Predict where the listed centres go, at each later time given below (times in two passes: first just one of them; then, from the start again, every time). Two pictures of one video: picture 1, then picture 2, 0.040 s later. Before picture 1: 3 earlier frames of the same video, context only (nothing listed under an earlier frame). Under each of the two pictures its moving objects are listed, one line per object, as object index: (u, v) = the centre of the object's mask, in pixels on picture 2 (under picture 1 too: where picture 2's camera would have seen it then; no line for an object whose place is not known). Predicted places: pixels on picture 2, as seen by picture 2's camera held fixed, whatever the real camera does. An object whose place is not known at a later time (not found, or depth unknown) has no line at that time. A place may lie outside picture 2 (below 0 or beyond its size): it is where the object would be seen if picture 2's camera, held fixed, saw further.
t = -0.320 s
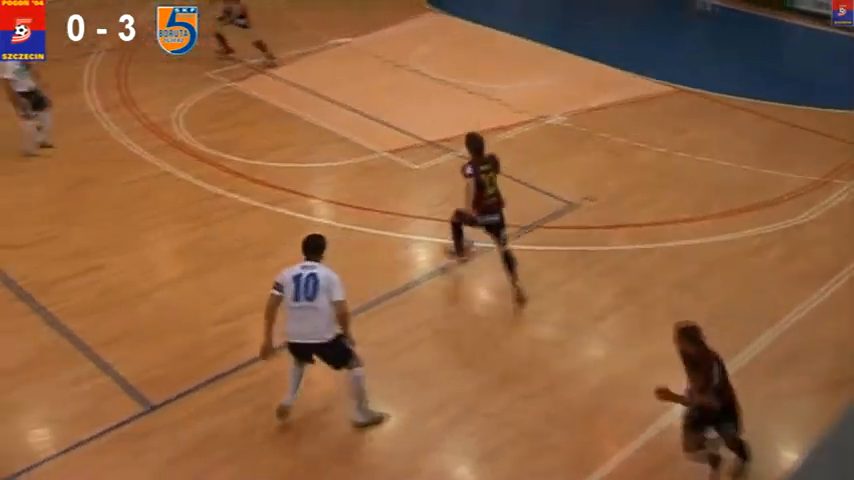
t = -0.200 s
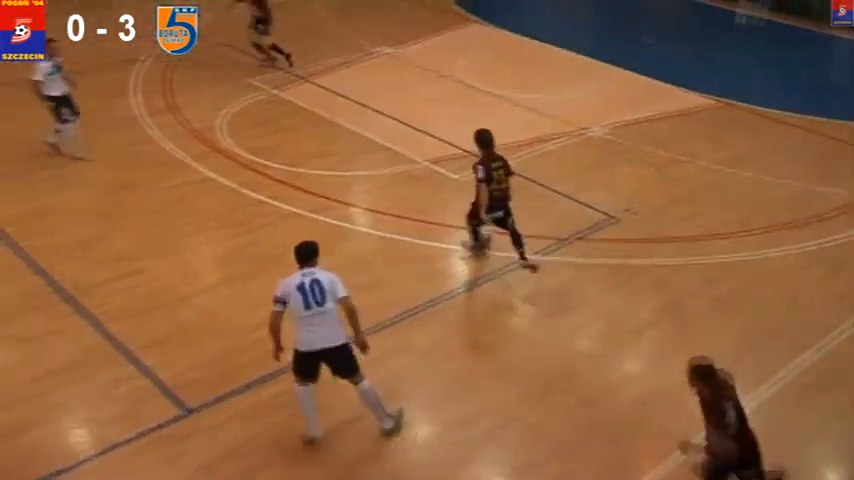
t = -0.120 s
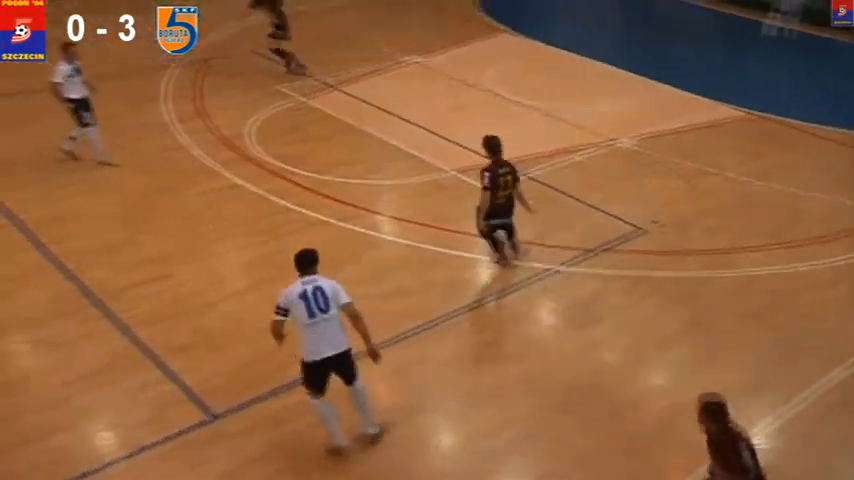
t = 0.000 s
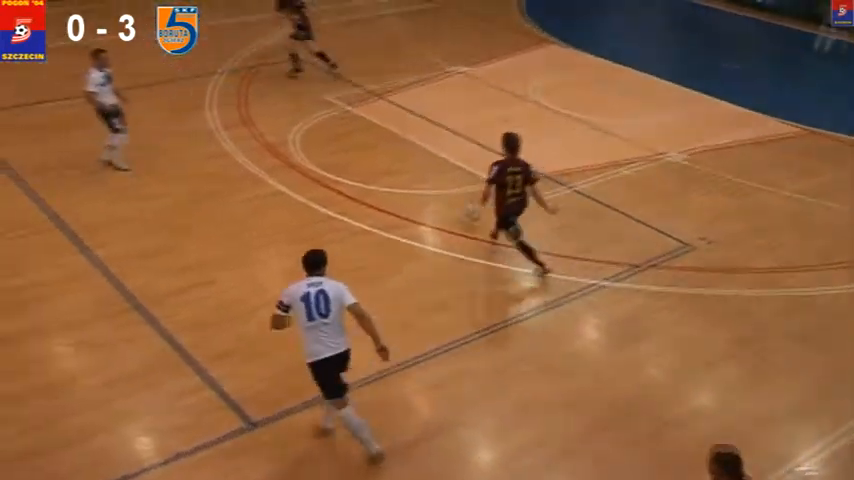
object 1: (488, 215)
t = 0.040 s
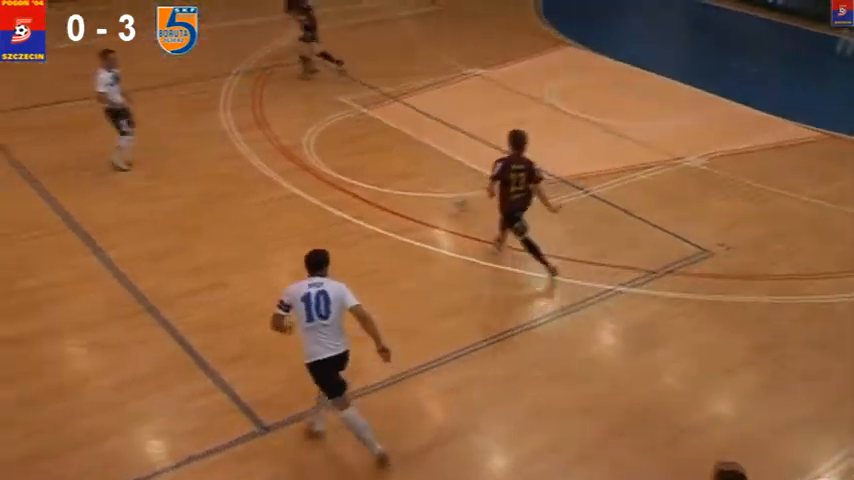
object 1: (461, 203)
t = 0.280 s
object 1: (335, 146)
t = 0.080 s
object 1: (437, 191)
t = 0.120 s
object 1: (412, 183)
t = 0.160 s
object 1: (393, 174)
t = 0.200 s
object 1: (372, 163)
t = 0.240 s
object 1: (353, 153)
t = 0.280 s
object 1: (335, 146)
